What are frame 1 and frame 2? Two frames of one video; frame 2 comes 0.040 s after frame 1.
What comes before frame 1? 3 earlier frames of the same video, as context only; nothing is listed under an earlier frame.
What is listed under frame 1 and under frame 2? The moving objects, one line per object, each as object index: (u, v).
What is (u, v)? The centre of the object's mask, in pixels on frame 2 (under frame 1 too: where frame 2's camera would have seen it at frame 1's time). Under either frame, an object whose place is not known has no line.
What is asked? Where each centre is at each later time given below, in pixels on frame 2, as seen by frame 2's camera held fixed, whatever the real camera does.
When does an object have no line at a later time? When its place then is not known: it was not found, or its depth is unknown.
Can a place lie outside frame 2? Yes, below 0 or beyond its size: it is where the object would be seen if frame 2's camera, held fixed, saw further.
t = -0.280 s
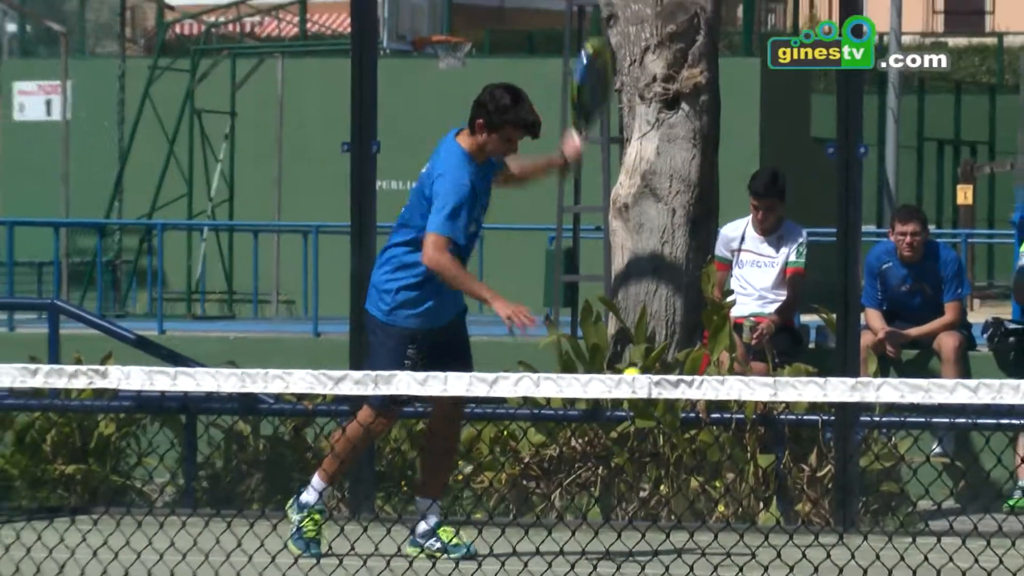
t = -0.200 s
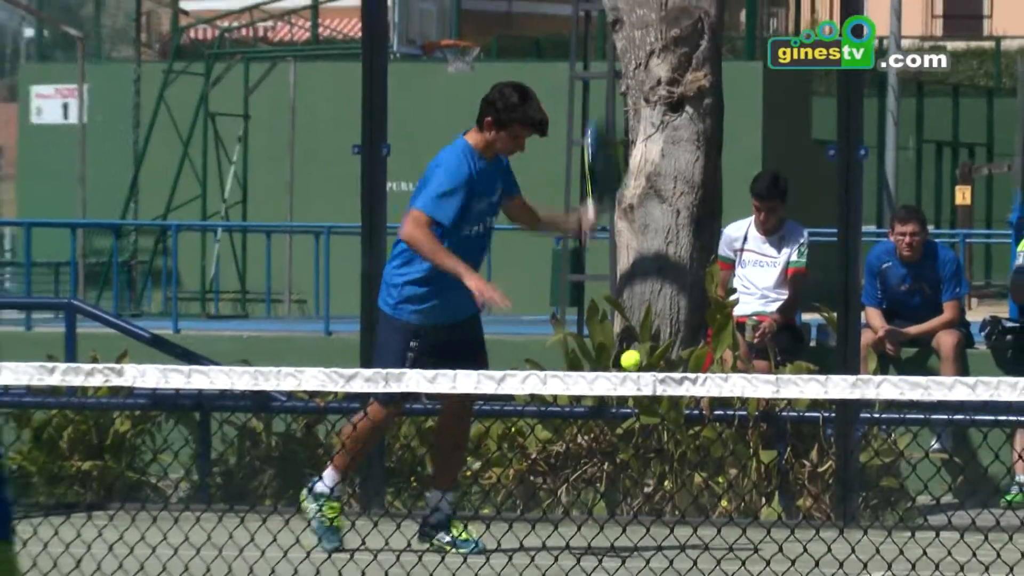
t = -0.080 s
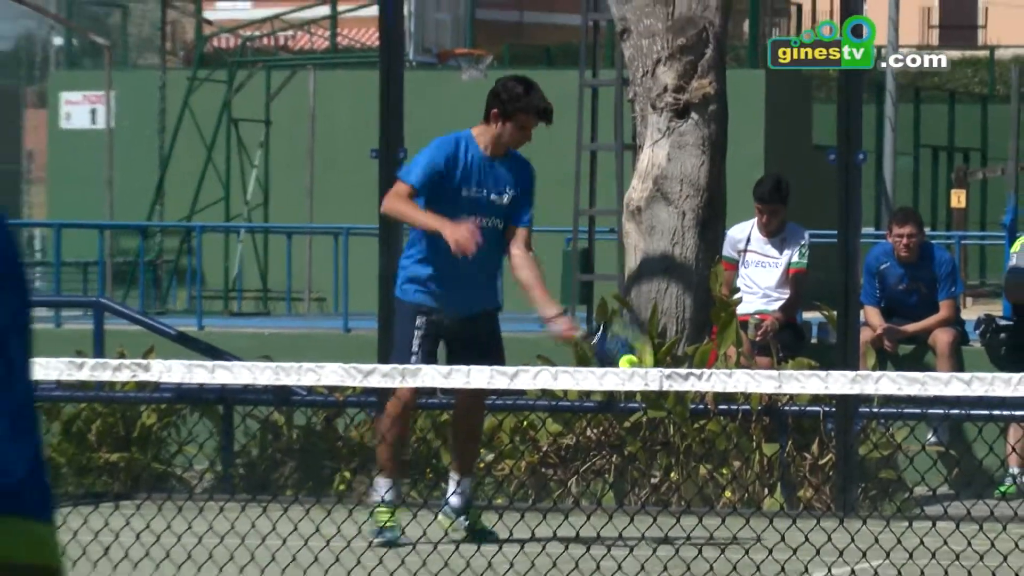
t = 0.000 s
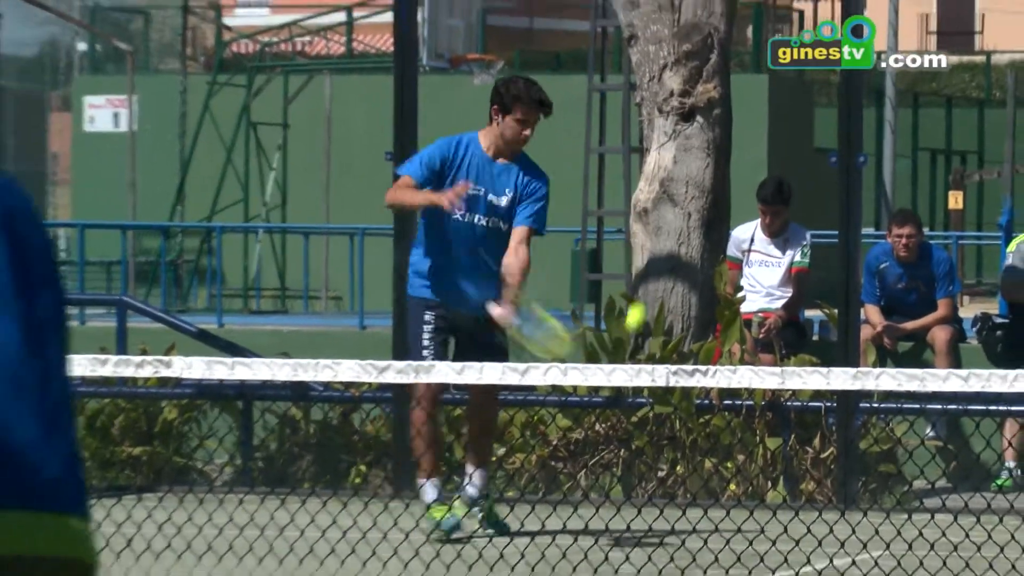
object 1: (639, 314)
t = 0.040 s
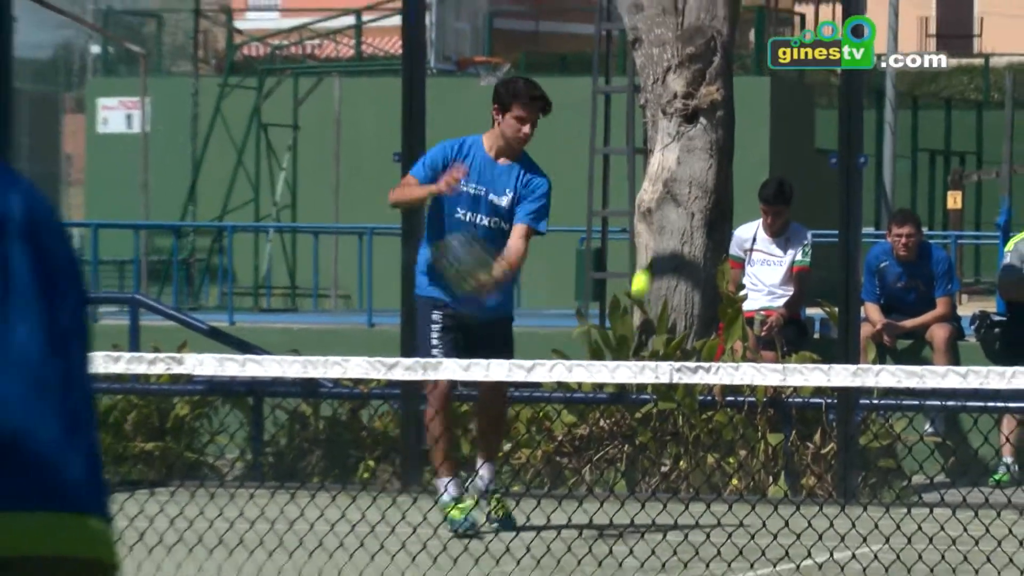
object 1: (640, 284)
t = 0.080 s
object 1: (643, 255)
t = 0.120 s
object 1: (646, 229)
